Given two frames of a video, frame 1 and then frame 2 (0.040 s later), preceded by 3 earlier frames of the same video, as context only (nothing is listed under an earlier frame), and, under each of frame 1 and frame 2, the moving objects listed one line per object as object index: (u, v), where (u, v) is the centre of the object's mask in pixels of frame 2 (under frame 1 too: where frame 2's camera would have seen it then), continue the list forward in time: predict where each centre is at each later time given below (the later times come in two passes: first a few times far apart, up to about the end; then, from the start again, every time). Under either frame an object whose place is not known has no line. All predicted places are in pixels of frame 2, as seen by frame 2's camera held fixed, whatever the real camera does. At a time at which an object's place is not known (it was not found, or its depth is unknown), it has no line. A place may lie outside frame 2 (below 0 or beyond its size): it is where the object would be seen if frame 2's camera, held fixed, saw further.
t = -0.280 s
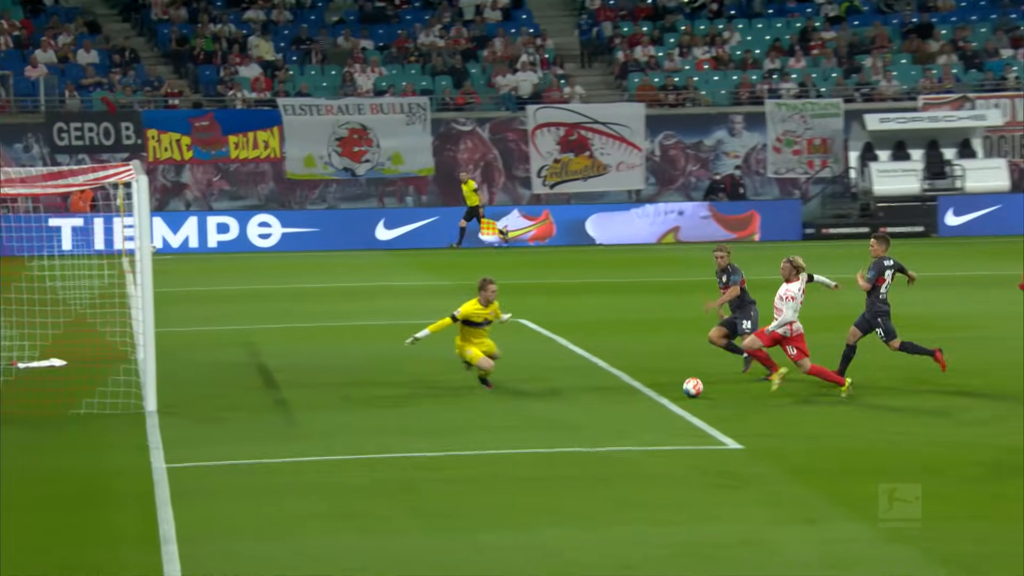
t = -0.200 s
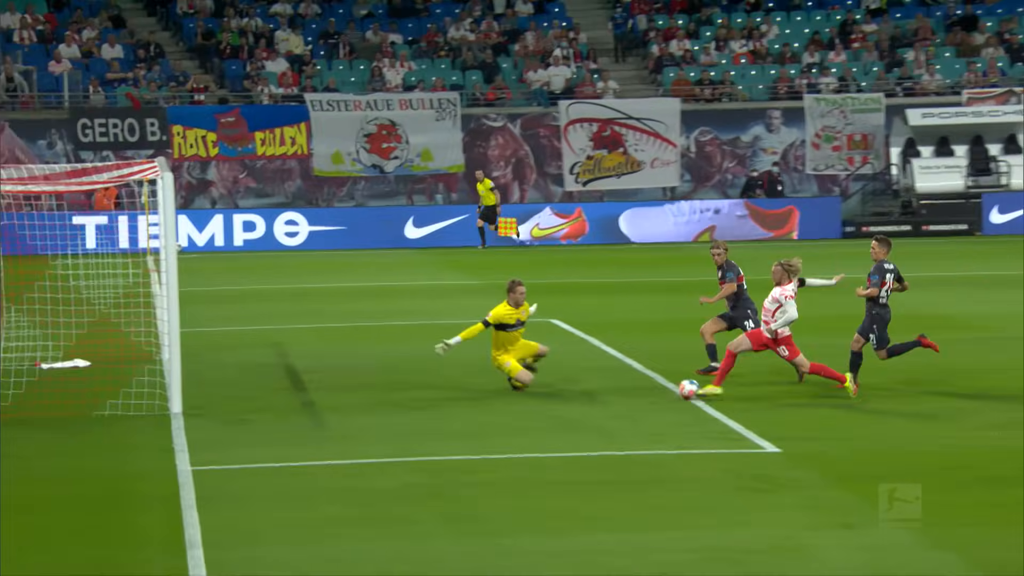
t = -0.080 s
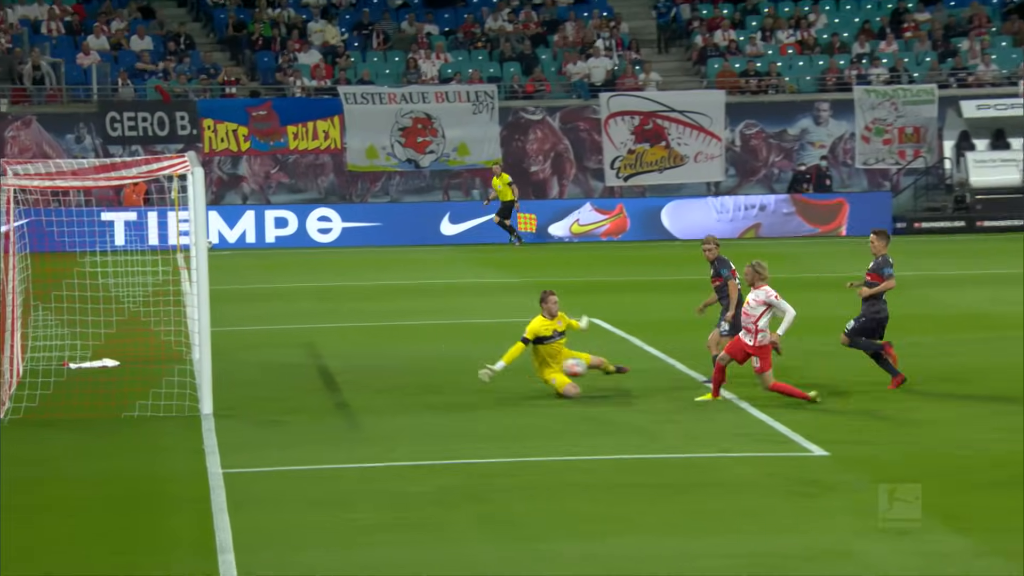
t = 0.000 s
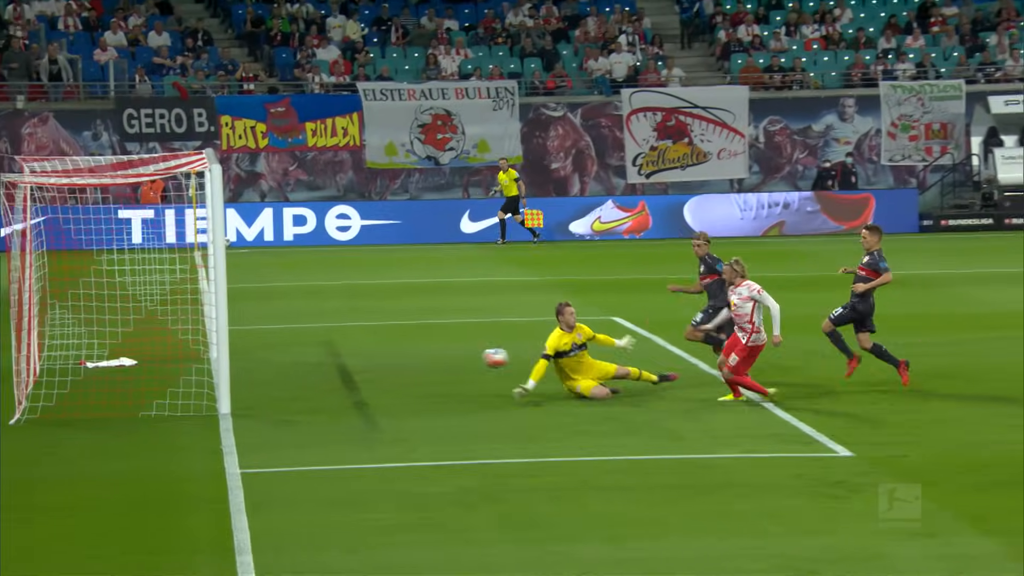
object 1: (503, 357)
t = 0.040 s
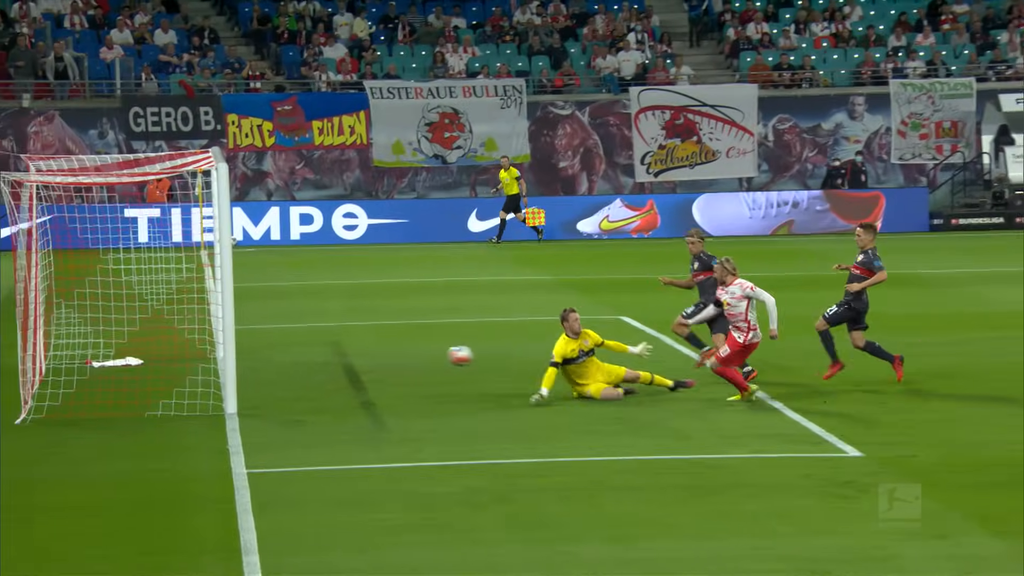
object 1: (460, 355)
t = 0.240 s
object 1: (270, 357)
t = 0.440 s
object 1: (127, 372)
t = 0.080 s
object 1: (417, 354)
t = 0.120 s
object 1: (375, 354)
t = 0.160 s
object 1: (344, 354)
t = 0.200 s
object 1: (301, 356)
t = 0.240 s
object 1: (270, 357)
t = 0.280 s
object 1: (242, 359)
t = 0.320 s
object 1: (208, 362)
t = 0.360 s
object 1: (178, 365)
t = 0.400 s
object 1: (147, 369)
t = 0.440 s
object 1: (127, 372)
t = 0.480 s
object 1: (106, 374)
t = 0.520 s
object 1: (86, 376)
